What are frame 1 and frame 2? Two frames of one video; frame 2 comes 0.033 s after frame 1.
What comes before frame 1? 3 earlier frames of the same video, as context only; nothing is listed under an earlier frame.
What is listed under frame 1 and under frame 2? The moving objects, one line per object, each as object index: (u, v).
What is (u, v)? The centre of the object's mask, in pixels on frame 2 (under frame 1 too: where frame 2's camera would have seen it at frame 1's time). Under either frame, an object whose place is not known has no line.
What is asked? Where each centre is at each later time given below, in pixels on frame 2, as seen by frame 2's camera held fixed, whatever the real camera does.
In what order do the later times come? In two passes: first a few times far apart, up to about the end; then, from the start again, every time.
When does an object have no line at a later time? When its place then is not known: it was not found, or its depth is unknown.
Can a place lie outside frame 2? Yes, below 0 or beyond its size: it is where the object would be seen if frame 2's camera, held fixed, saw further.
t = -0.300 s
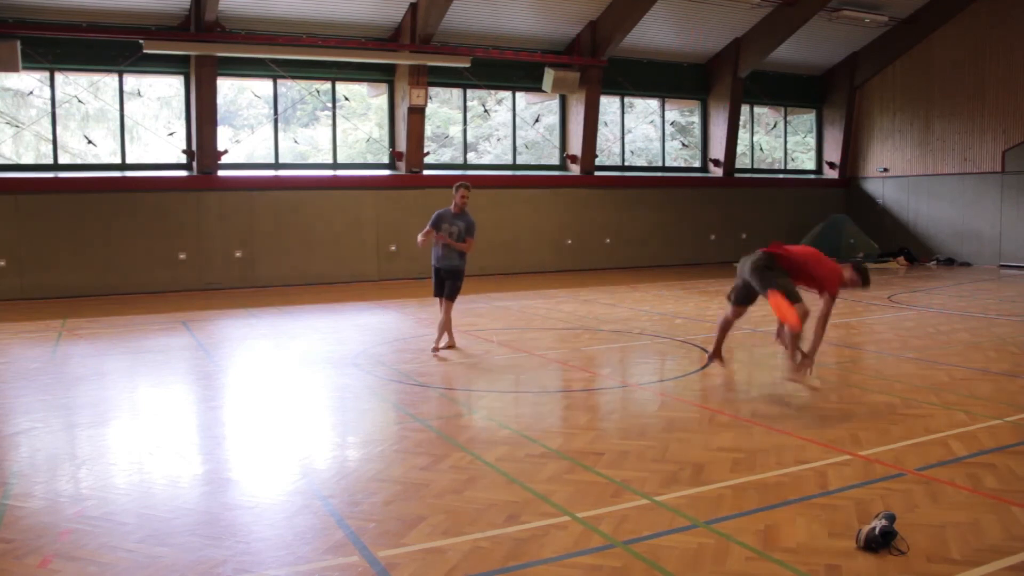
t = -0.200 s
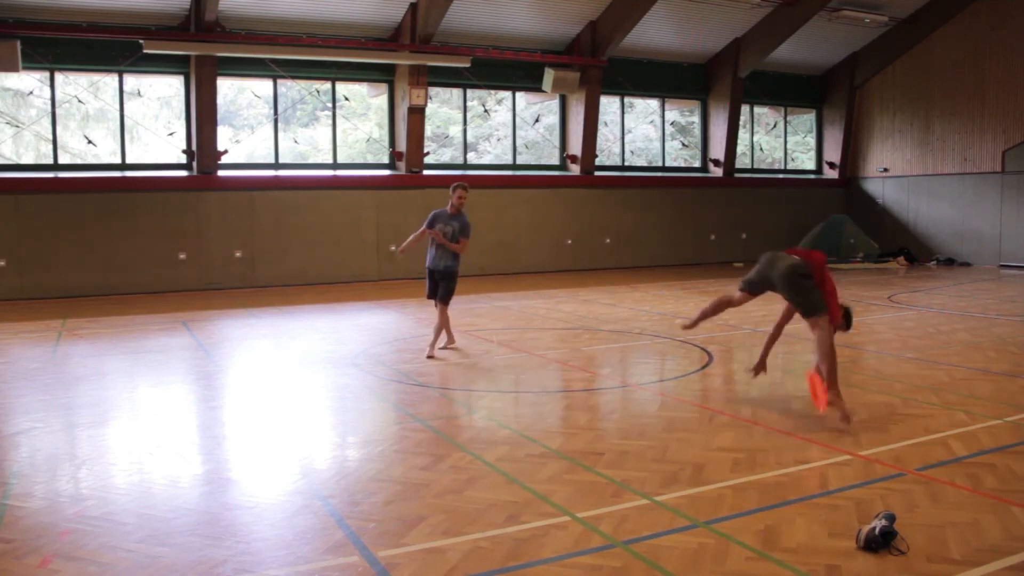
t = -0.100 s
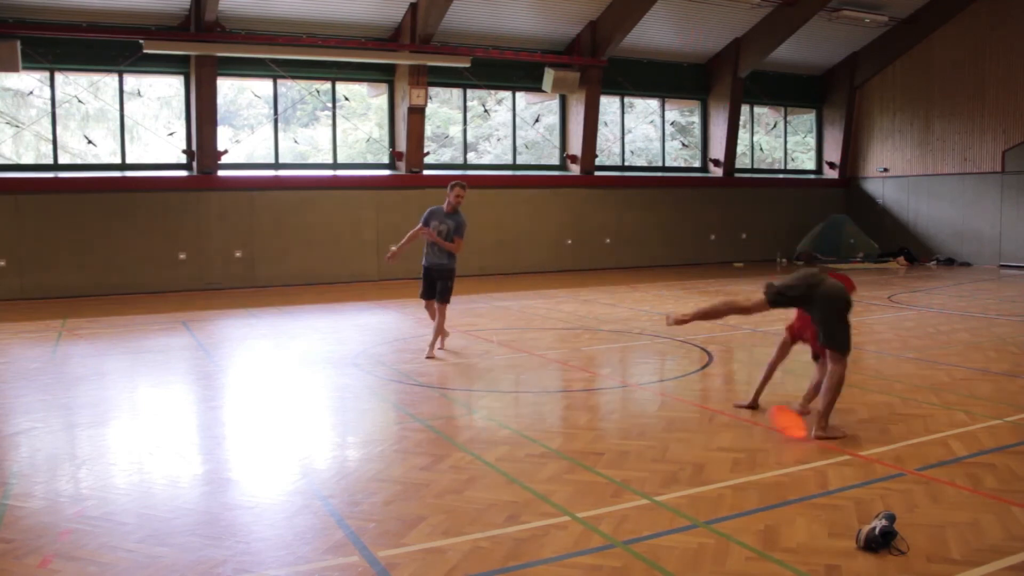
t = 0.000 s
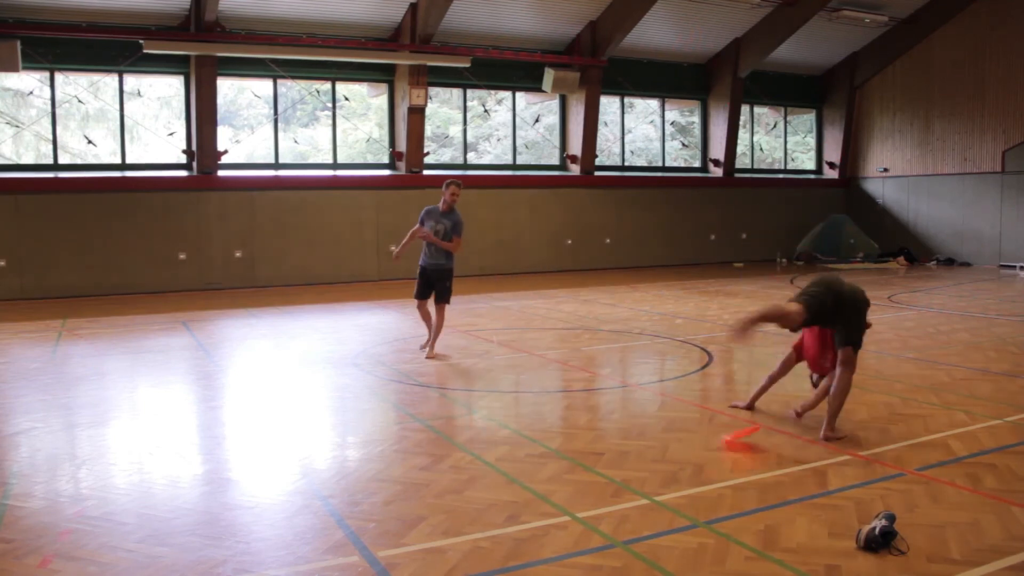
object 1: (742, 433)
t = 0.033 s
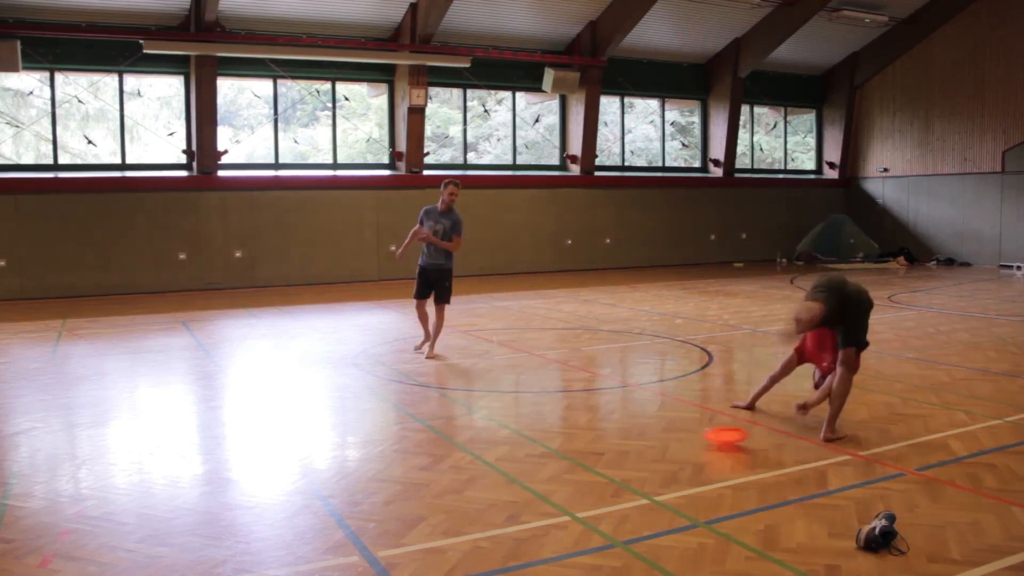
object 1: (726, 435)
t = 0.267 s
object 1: (627, 449)
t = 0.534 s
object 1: (538, 462)
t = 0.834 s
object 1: (478, 467)
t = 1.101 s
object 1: (460, 467)
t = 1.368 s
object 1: (460, 464)
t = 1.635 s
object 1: (463, 461)
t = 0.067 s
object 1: (711, 437)
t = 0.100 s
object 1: (696, 439)
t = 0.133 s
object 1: (681, 439)
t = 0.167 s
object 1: (668, 441)
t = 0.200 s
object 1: (654, 444)
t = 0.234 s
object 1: (640, 446)
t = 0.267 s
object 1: (627, 449)
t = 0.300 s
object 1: (614, 449)
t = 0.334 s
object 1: (602, 451)
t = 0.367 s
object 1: (590, 452)
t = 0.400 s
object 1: (579, 455)
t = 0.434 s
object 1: (567, 458)
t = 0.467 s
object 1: (557, 460)
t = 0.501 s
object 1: (547, 462)
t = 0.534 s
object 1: (538, 462)
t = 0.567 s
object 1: (529, 460)
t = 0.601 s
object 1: (521, 460)
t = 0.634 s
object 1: (513, 460)
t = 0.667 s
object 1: (505, 460)
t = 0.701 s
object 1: (499, 463)
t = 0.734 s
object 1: (492, 465)
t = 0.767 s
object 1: (486, 468)
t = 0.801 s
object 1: (481, 470)
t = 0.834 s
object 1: (478, 467)
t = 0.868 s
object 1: (474, 465)
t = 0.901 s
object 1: (470, 464)
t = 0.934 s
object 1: (467, 464)
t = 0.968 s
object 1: (464, 464)
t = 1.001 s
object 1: (463, 465)
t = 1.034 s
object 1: (461, 466)
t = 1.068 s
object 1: (460, 467)
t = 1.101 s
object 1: (460, 467)
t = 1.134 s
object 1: (460, 465)
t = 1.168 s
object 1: (459, 464)
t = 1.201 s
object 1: (459, 462)
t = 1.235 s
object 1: (459, 463)
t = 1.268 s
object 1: (459, 462)
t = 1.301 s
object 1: (459, 462)
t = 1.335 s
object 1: (459, 463)
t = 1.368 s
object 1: (460, 464)
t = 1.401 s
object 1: (460, 464)
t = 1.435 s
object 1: (460, 465)
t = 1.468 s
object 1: (461, 463)
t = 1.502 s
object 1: (461, 462)
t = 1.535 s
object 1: (462, 462)
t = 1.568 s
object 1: (462, 461)
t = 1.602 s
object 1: (462, 461)
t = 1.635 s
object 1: (463, 461)
